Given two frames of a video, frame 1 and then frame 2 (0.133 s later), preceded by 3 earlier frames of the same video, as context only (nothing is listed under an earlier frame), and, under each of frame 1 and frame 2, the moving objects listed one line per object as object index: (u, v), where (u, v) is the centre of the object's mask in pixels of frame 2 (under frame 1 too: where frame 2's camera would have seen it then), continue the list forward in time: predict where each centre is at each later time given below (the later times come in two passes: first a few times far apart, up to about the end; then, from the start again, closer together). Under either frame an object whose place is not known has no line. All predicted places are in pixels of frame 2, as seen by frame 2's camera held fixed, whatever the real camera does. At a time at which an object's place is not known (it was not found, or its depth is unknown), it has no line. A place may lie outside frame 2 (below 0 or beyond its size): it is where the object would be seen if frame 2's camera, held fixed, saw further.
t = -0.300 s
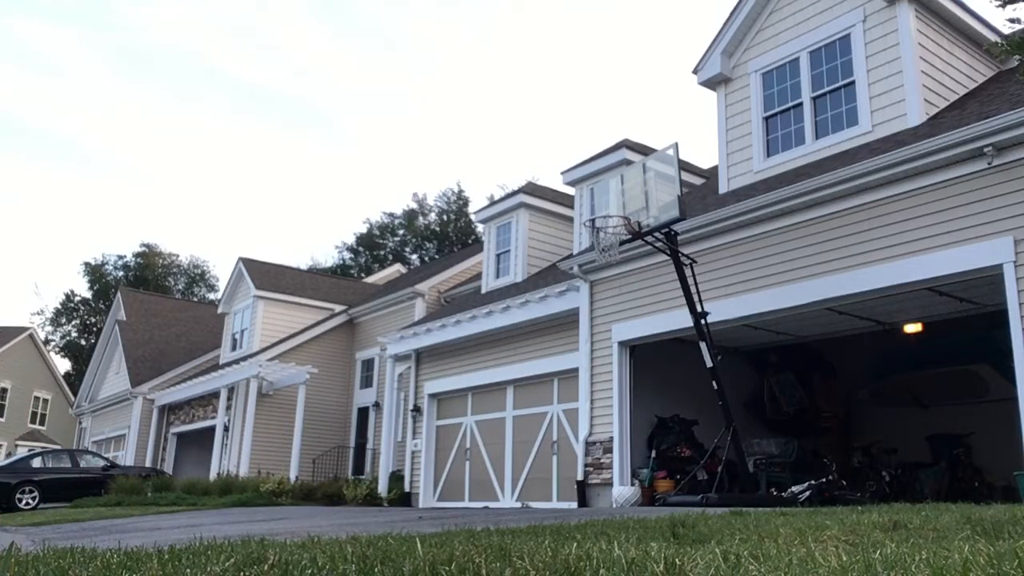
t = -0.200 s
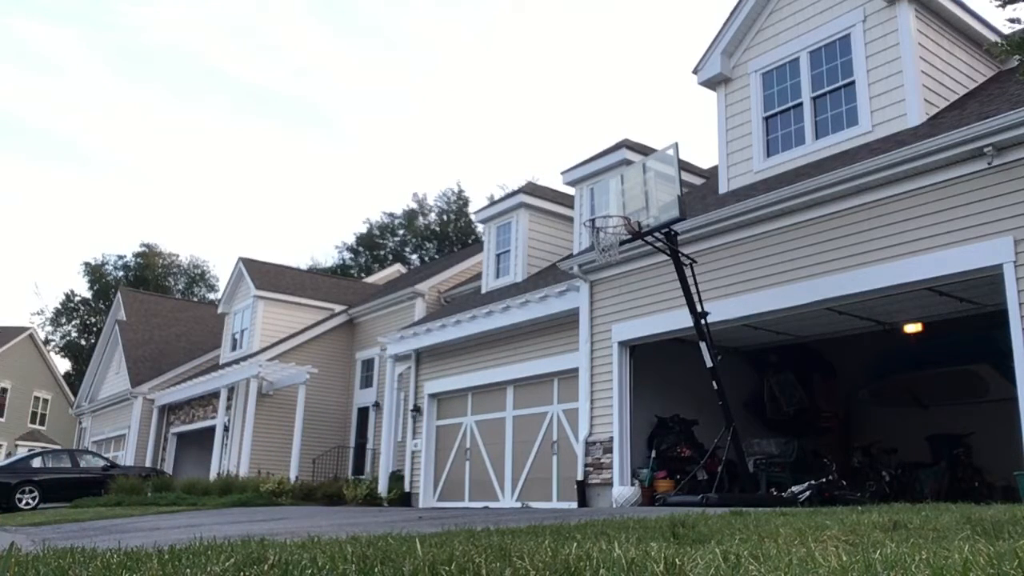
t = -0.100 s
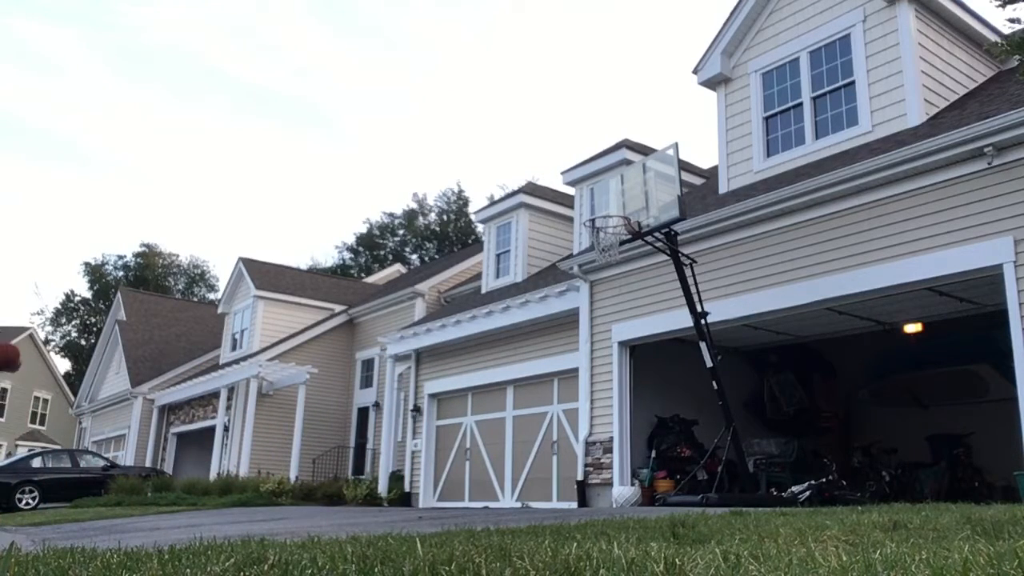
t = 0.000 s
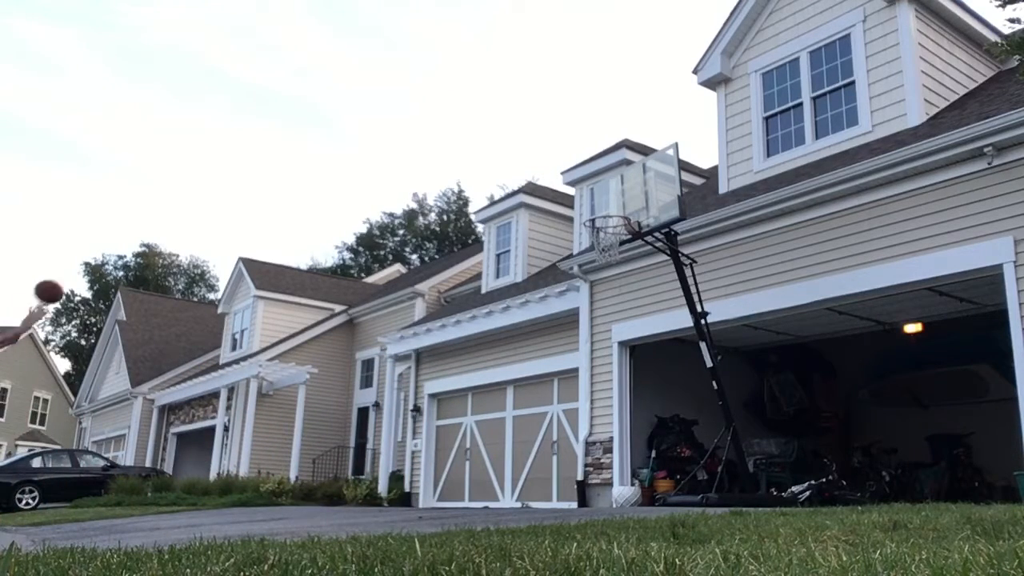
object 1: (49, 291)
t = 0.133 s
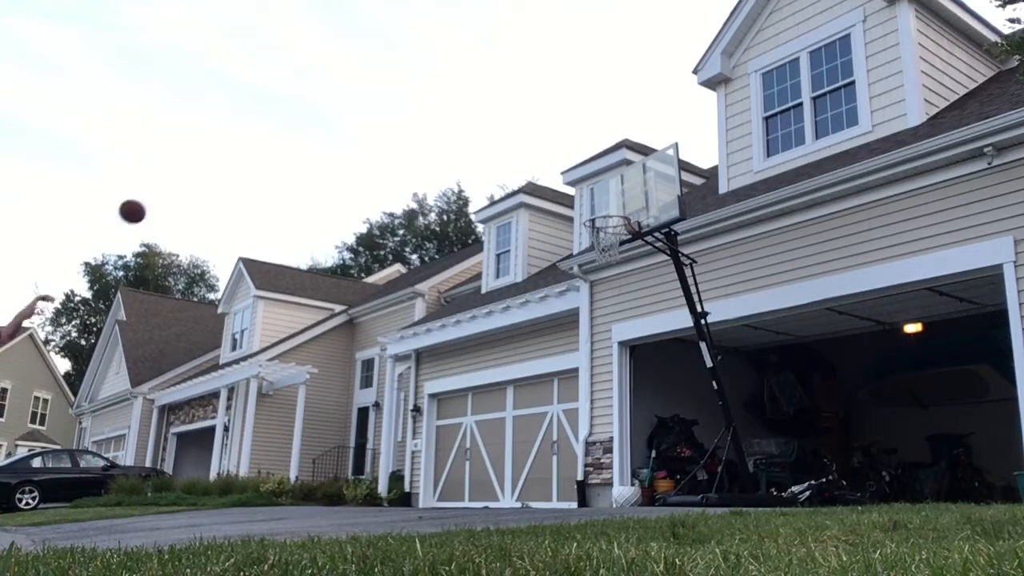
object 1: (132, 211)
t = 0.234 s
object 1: (188, 166)
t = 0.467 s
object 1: (303, 101)
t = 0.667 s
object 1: (390, 86)
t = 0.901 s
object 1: (483, 110)
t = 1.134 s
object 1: (571, 181)
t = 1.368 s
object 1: (628, 246)
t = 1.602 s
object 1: (641, 288)
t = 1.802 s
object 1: (653, 371)
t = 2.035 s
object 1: (660, 464)
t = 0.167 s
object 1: (151, 194)
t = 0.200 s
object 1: (170, 180)
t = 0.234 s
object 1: (188, 166)
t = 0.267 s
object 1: (206, 153)
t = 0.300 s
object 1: (223, 142)
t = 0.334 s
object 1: (239, 131)
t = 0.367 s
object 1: (256, 122)
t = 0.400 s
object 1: (272, 114)
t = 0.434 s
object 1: (288, 107)
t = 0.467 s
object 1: (303, 101)
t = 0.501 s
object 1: (318, 96)
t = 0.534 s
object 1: (333, 92)
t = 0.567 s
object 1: (348, 89)
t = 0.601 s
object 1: (362, 87)
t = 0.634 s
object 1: (376, 86)
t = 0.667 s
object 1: (390, 86)
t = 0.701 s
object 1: (403, 87)
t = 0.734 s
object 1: (417, 88)
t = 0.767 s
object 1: (430, 91)
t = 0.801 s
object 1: (444, 94)
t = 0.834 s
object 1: (457, 99)
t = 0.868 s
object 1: (470, 104)
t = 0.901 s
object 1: (483, 110)
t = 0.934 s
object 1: (495, 117)
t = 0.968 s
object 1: (508, 126)
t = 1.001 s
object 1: (521, 135)
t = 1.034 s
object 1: (534, 145)
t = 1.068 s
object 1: (546, 156)
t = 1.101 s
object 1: (559, 168)
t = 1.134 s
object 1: (571, 181)
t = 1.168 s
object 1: (584, 195)
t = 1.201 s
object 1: (596, 210)
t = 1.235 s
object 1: (608, 226)
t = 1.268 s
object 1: (621, 238)
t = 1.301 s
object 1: (625, 241)
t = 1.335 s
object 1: (626, 246)
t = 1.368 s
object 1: (628, 246)
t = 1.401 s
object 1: (630, 249)
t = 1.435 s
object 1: (632, 251)
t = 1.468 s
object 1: (634, 257)
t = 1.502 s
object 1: (636, 263)
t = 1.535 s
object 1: (637, 270)
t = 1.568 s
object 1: (639, 279)
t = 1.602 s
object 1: (641, 288)
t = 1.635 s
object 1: (643, 299)
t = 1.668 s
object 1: (645, 311)
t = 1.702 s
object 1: (647, 324)
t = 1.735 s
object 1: (649, 337)
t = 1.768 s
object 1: (651, 353)
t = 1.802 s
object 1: (653, 371)
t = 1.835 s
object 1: (655, 391)
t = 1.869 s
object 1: (657, 410)
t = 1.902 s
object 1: (660, 436)
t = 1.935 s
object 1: (664, 460)
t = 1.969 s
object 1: (666, 485)
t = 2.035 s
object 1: (660, 464)
